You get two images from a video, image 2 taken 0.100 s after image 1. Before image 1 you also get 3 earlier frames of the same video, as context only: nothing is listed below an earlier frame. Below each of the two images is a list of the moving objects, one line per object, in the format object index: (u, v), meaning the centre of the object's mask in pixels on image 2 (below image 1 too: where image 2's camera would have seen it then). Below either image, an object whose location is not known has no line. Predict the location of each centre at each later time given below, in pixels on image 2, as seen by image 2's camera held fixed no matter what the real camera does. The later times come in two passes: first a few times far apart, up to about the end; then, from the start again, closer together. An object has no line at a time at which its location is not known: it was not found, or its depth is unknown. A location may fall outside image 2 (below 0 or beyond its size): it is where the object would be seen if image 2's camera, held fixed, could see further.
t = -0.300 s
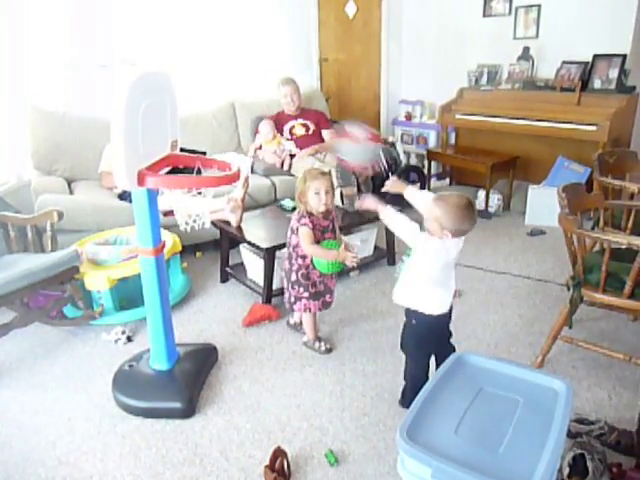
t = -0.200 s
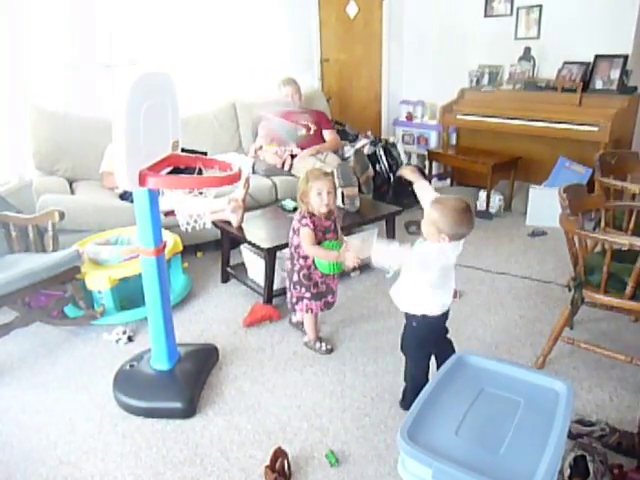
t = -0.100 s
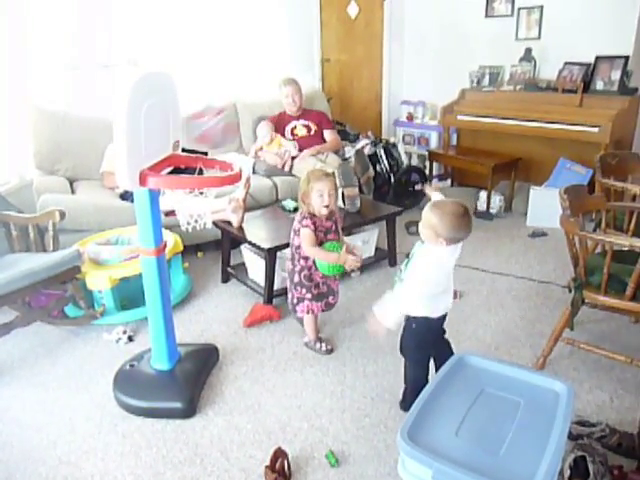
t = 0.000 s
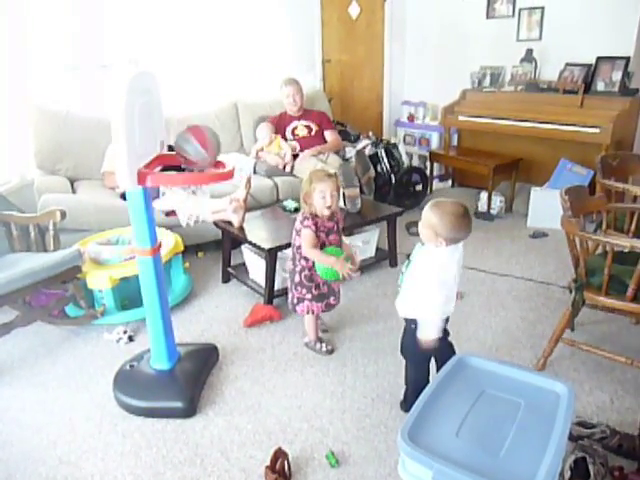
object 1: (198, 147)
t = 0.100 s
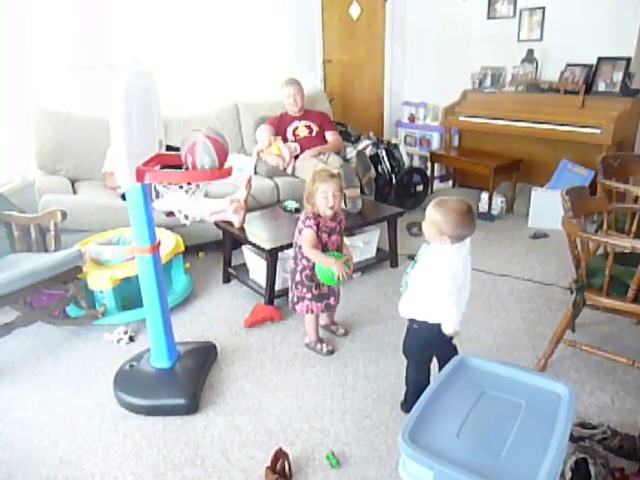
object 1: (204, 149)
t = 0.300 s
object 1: (197, 150)
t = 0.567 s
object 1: (209, 183)
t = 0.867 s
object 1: (257, 416)
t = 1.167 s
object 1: (261, 365)
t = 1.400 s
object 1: (278, 462)
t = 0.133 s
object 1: (203, 147)
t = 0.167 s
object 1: (202, 145)
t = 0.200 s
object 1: (200, 145)
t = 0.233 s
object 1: (198, 146)
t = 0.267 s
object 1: (198, 149)
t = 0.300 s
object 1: (197, 150)
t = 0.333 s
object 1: (197, 150)
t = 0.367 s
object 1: (198, 151)
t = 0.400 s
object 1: (199, 154)
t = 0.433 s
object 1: (200, 157)
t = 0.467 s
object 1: (201, 160)
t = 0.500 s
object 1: (204, 166)
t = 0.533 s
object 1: (206, 173)
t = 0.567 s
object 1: (209, 183)
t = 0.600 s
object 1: (212, 200)
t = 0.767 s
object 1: (235, 316)
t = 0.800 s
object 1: (243, 349)
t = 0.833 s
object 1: (248, 377)
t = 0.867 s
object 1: (257, 416)
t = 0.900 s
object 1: (259, 428)
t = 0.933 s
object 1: (258, 414)
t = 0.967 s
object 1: (258, 400)
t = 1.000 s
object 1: (258, 387)
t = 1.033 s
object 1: (258, 377)
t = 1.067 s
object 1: (259, 370)
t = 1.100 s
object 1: (260, 366)
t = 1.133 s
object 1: (261, 365)
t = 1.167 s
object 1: (261, 365)
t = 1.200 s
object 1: (263, 370)
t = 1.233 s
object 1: (265, 375)
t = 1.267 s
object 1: (267, 386)
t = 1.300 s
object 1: (269, 401)
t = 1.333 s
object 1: (272, 419)
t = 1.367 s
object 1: (275, 437)
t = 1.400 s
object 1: (278, 462)
